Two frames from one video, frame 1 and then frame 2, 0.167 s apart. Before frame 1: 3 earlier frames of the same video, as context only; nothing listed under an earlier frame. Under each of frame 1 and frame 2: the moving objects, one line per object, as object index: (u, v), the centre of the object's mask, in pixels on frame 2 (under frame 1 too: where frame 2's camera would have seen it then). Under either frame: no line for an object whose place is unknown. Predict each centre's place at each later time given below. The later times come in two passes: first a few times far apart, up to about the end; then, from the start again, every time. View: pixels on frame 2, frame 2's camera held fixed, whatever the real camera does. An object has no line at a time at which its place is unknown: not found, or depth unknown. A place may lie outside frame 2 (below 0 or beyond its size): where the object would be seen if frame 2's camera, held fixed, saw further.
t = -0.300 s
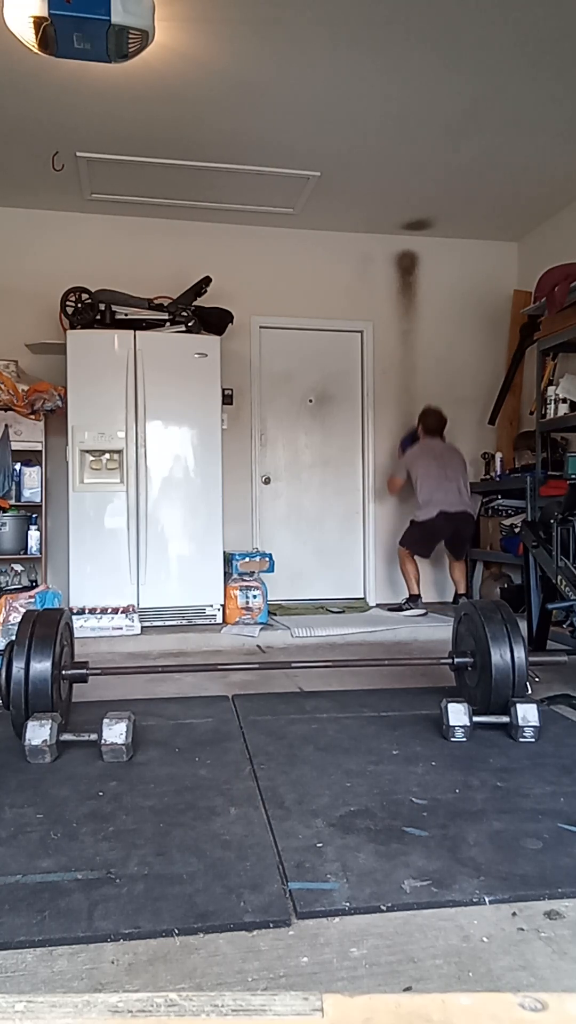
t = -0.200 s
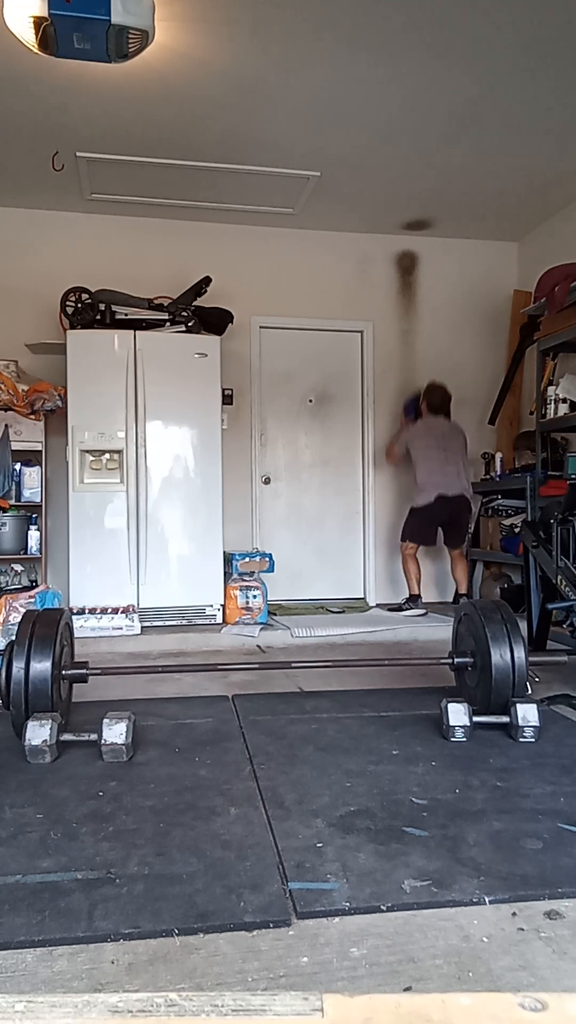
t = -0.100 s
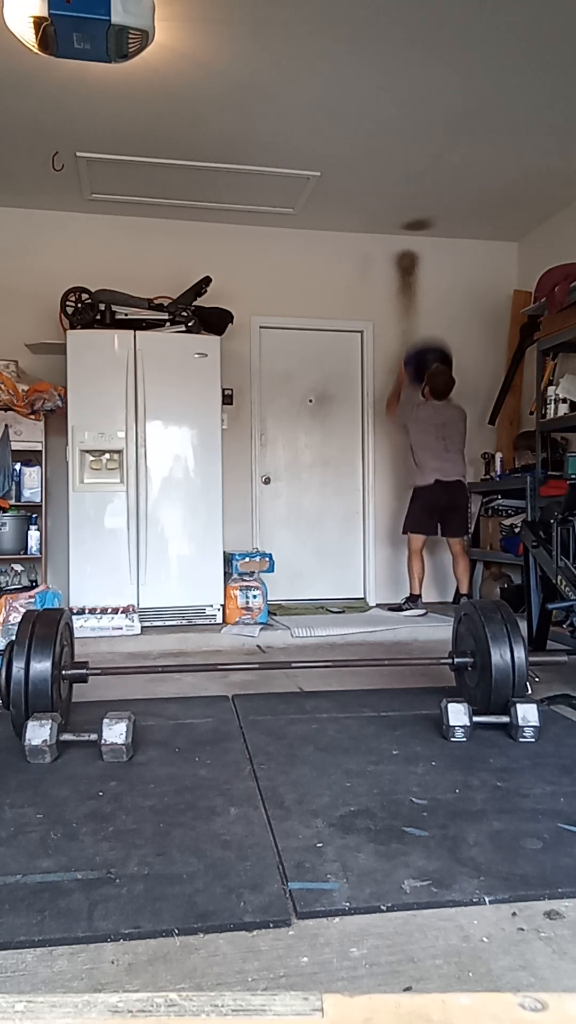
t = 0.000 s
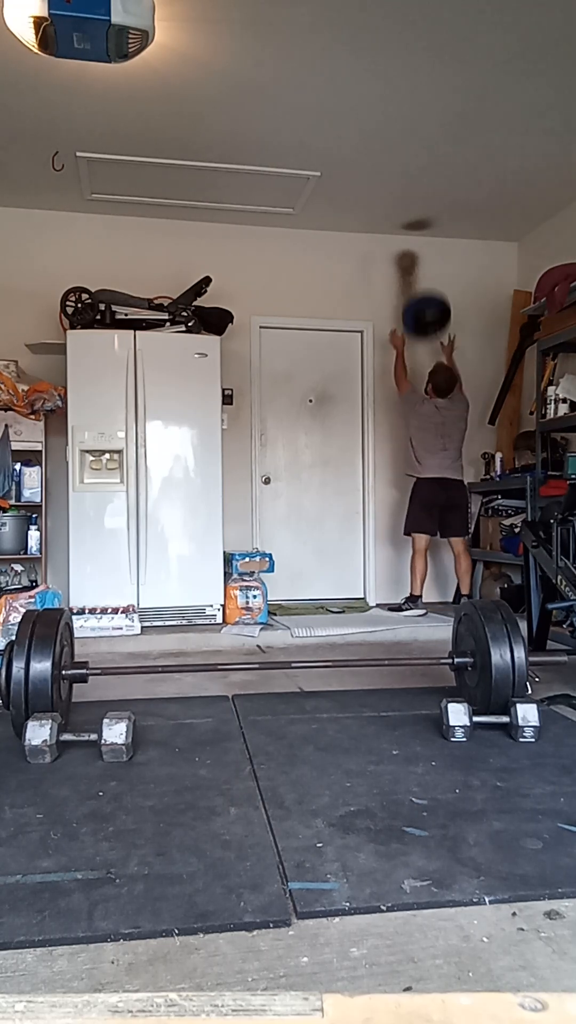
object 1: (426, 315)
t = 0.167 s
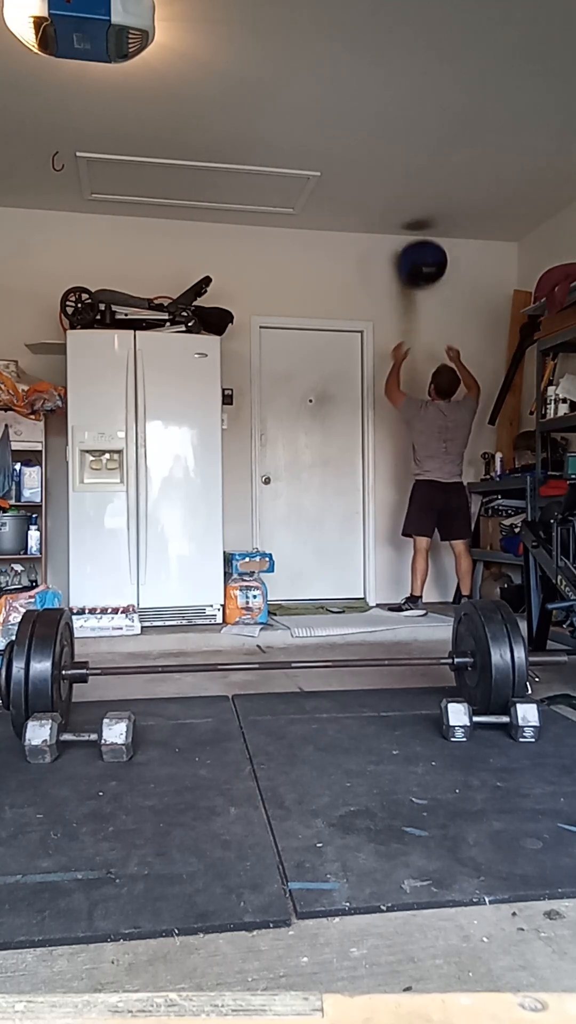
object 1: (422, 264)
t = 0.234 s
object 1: (420, 254)
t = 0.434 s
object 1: (419, 262)
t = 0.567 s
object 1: (420, 295)
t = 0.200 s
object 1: (421, 258)
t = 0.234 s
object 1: (420, 254)
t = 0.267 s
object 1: (419, 251)
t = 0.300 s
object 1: (419, 250)
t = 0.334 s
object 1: (418, 251)
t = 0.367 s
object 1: (418, 253)
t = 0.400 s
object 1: (419, 256)
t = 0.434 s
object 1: (419, 262)
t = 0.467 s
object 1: (419, 267)
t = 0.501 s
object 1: (419, 275)
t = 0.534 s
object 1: (420, 285)
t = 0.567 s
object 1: (420, 295)
